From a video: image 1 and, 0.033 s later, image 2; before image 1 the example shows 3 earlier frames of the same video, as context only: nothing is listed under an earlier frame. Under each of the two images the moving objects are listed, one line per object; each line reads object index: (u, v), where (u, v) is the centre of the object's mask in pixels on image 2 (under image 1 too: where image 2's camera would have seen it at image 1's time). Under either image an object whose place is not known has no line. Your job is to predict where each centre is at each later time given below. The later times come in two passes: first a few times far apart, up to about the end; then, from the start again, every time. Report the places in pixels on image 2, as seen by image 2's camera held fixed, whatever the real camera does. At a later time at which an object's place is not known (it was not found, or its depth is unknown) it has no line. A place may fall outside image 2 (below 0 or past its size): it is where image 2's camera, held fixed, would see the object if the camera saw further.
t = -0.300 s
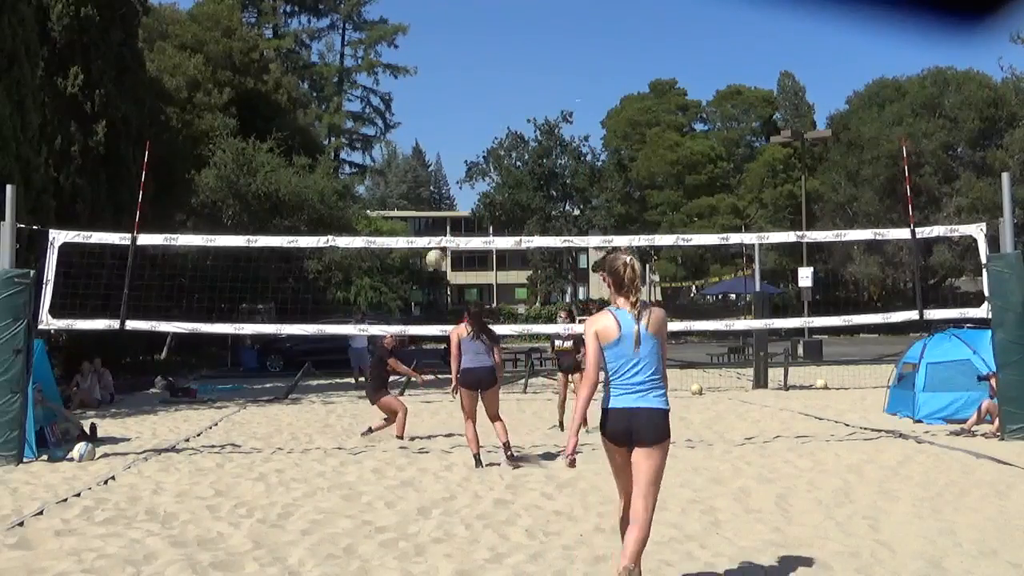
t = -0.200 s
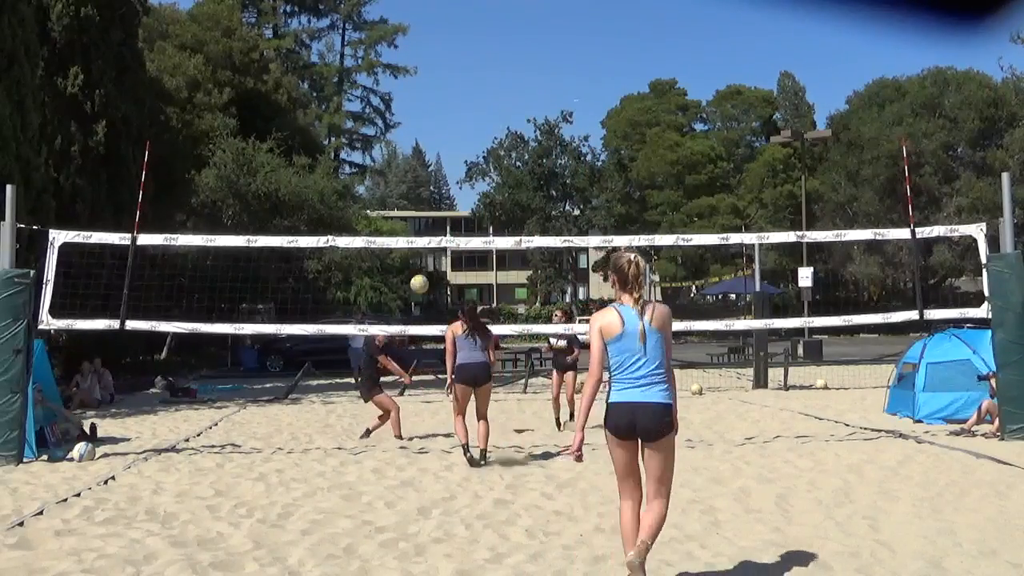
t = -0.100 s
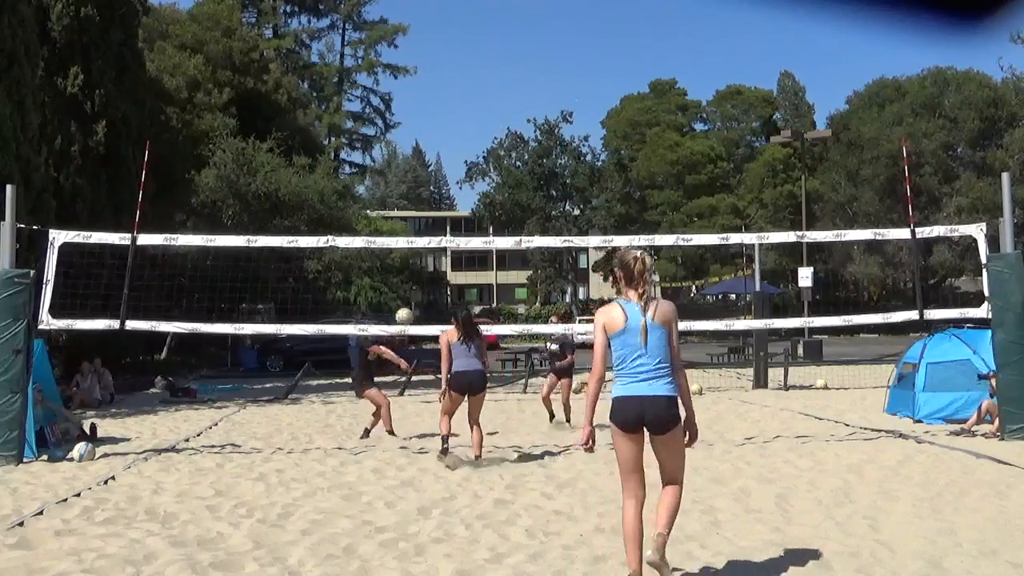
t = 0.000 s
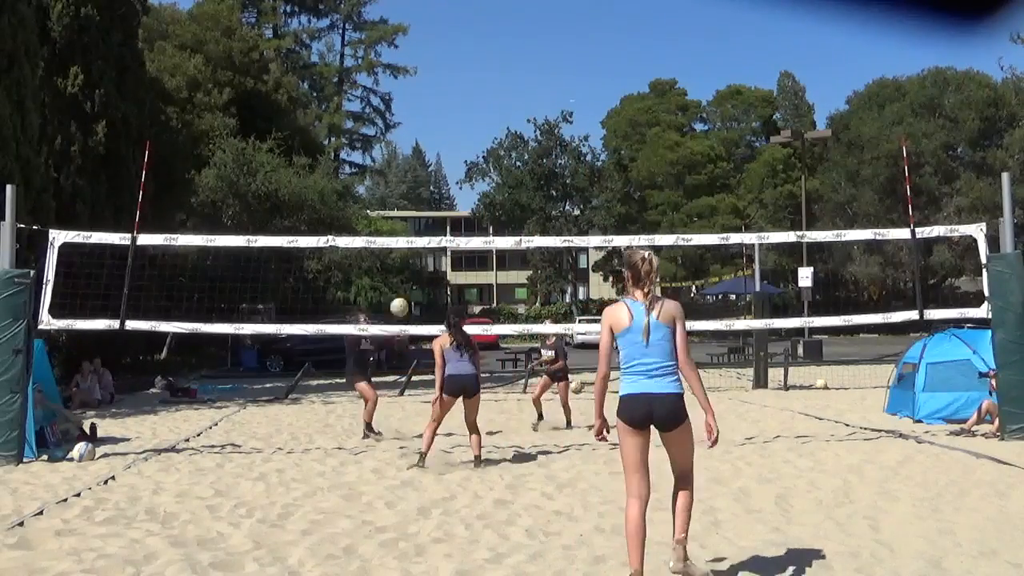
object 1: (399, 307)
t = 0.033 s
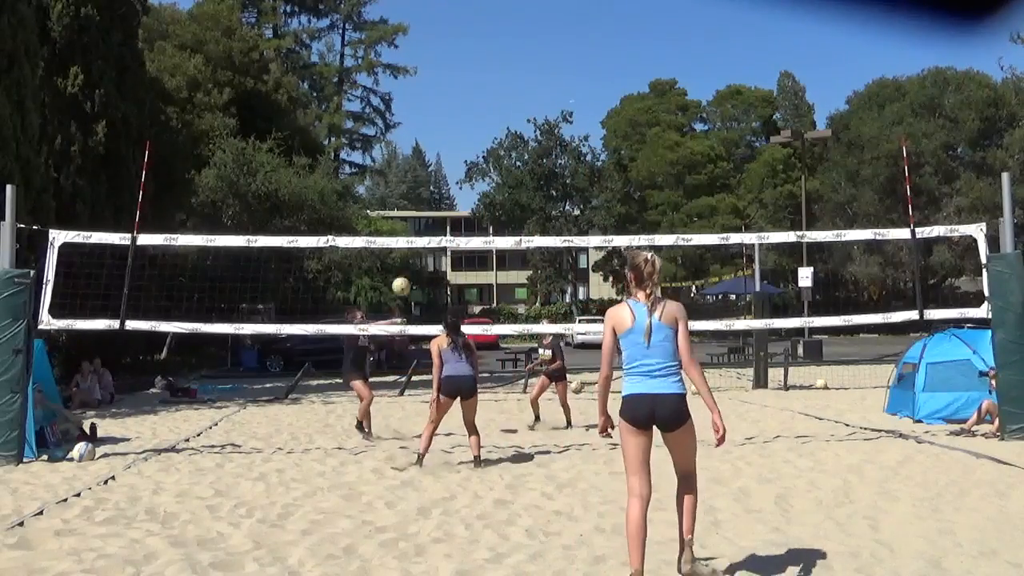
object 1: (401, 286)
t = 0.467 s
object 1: (425, 109)
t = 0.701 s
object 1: (438, 80)
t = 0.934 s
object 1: (450, 95)
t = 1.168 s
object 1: (463, 154)
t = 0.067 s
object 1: (402, 267)
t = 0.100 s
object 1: (404, 252)
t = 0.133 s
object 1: (406, 229)
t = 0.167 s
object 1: (408, 214)
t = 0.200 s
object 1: (410, 199)
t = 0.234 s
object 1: (412, 184)
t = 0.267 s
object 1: (414, 171)
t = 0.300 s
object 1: (415, 158)
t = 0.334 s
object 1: (418, 146)
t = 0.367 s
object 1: (420, 135)
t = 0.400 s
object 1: (421, 126)
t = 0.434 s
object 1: (423, 117)
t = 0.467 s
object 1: (425, 109)
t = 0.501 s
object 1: (427, 102)
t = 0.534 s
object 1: (429, 96)
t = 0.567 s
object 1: (430, 91)
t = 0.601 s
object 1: (432, 87)
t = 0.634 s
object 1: (434, 83)
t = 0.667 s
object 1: (436, 81)
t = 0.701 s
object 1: (438, 80)
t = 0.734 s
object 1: (439, 79)
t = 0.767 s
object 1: (441, 79)
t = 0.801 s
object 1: (443, 81)
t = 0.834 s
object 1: (444, 83)
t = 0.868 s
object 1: (446, 86)
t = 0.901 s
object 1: (448, 90)
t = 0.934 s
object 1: (450, 95)
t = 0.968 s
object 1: (452, 100)
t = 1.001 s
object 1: (454, 107)
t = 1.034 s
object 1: (456, 115)
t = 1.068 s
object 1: (457, 123)
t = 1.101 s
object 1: (459, 133)
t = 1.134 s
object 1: (461, 143)
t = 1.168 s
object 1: (463, 154)
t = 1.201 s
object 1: (465, 168)
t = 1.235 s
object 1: (466, 180)
